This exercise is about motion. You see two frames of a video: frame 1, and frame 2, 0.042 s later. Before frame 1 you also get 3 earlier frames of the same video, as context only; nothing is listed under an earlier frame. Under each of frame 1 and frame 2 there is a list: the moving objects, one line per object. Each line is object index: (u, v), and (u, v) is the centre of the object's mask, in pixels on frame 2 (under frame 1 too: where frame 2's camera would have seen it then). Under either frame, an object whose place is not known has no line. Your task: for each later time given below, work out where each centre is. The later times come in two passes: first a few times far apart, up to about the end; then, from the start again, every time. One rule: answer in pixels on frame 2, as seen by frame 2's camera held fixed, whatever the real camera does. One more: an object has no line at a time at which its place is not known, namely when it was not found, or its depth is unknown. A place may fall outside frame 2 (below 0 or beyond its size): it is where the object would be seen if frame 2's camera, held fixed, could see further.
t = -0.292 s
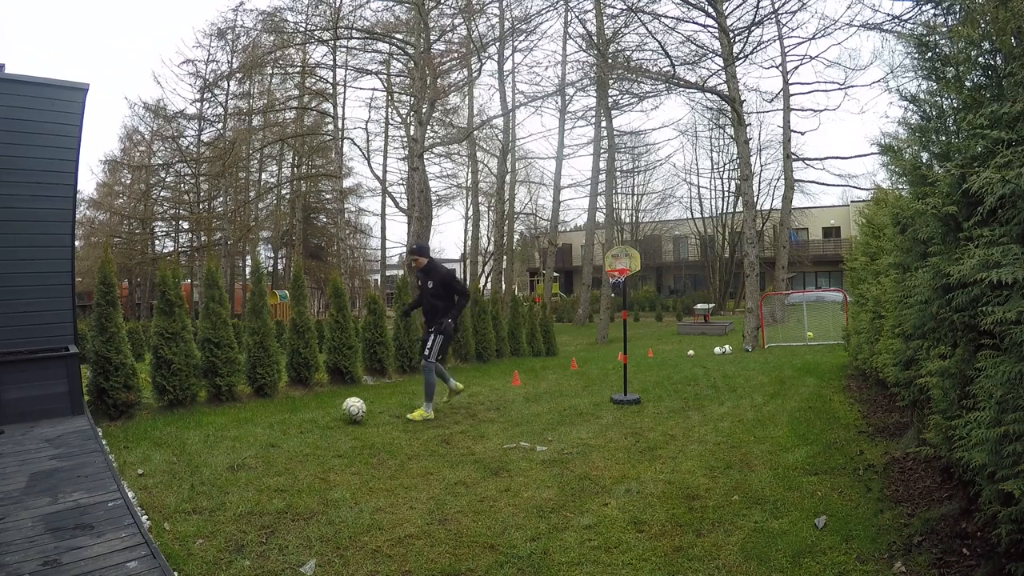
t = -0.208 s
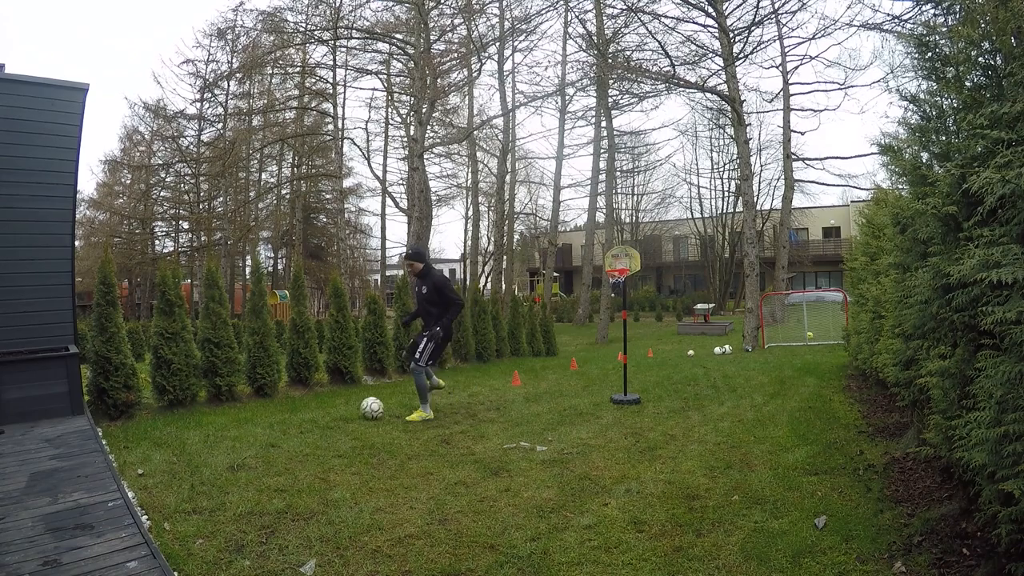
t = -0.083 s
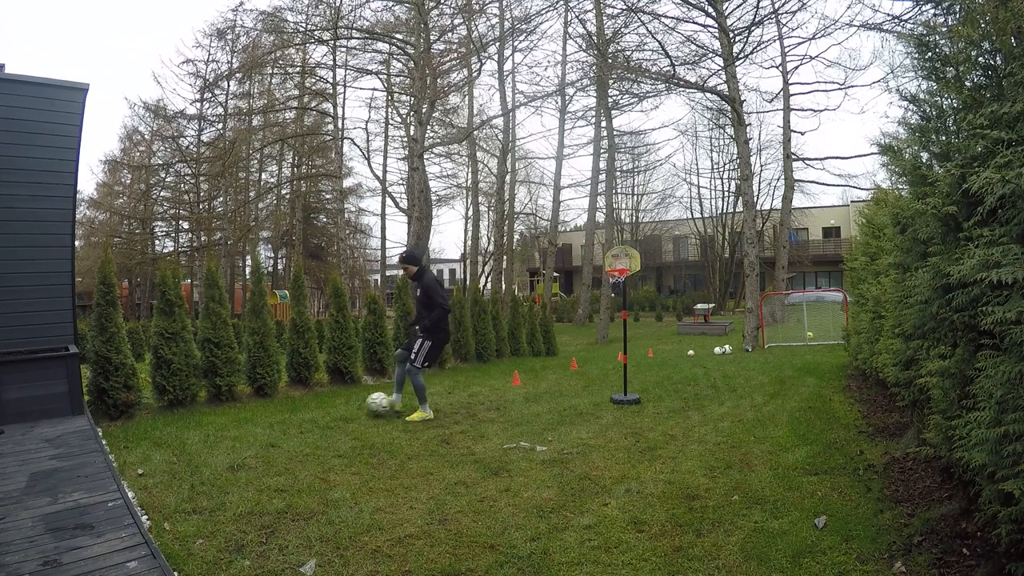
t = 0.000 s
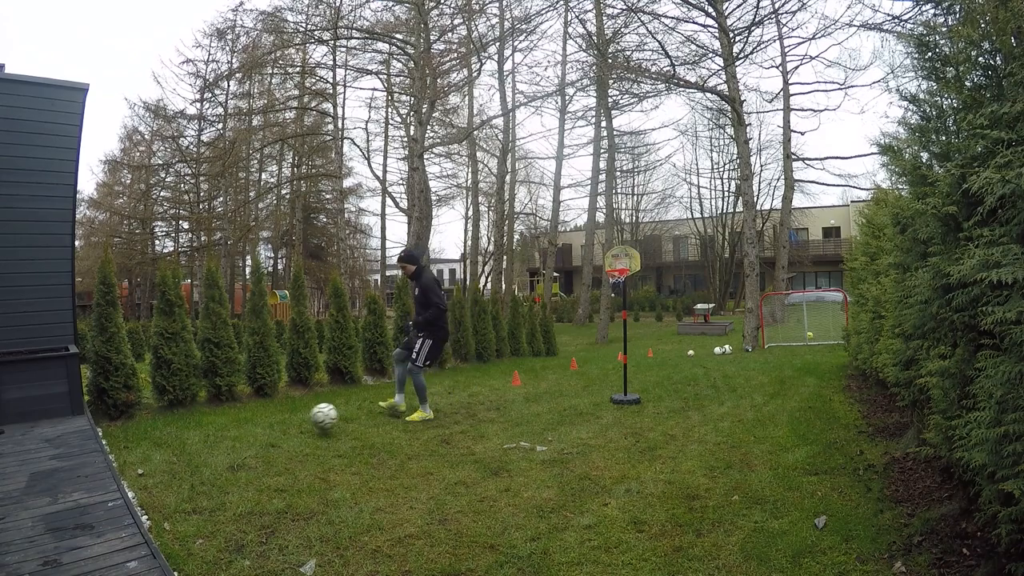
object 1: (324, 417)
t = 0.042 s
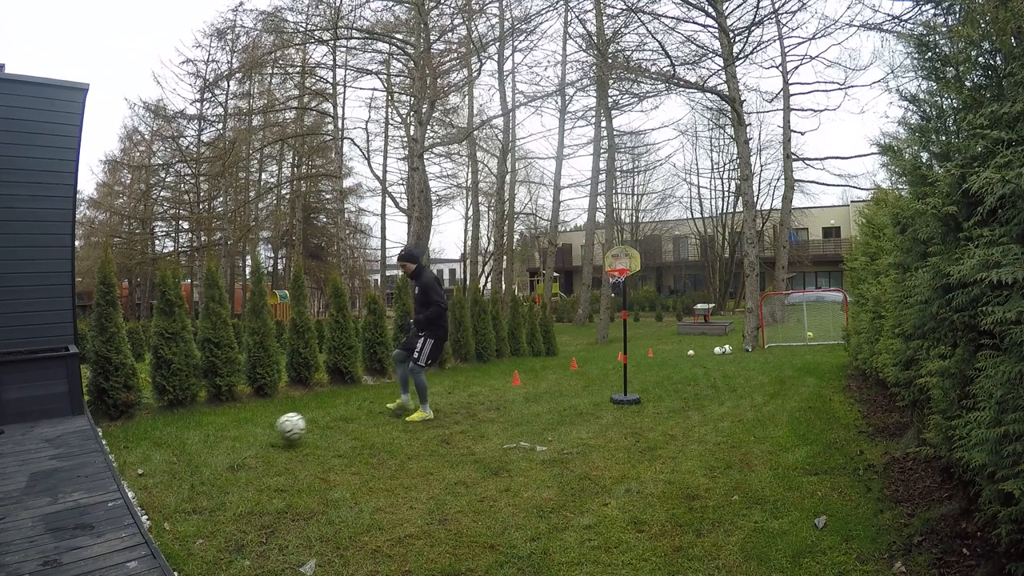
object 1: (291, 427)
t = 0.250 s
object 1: (169, 478)
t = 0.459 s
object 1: (304, 452)
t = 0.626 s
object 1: (373, 439)
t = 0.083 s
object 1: (254, 442)
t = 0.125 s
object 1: (213, 459)
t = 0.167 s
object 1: (168, 476)
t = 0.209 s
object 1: (137, 482)
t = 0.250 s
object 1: (169, 478)
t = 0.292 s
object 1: (203, 473)
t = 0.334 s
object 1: (232, 467)
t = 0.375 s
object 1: (256, 460)
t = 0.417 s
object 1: (281, 454)
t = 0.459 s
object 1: (304, 452)
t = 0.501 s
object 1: (327, 451)
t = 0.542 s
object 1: (344, 445)
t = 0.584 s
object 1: (359, 442)
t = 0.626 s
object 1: (373, 439)
